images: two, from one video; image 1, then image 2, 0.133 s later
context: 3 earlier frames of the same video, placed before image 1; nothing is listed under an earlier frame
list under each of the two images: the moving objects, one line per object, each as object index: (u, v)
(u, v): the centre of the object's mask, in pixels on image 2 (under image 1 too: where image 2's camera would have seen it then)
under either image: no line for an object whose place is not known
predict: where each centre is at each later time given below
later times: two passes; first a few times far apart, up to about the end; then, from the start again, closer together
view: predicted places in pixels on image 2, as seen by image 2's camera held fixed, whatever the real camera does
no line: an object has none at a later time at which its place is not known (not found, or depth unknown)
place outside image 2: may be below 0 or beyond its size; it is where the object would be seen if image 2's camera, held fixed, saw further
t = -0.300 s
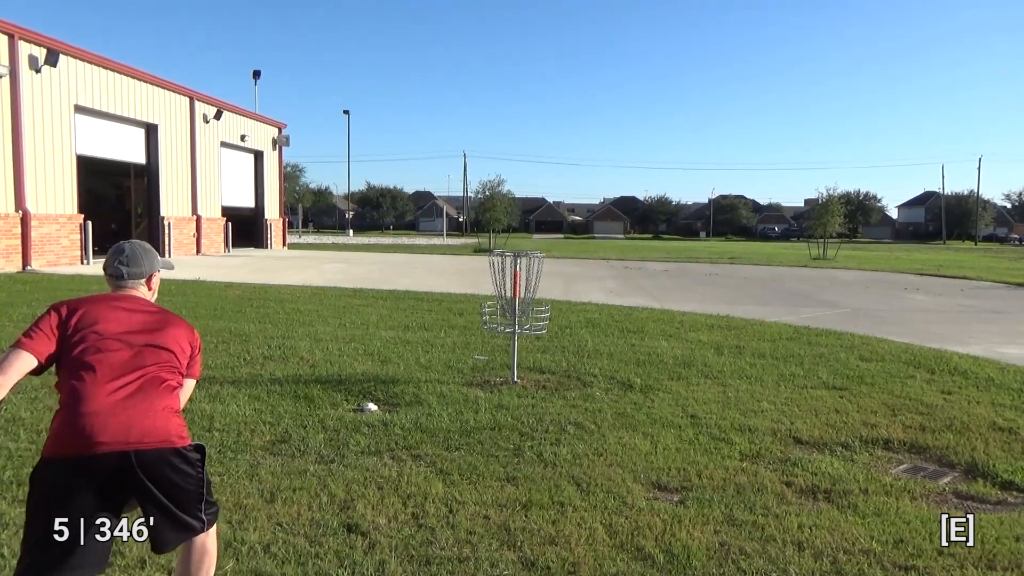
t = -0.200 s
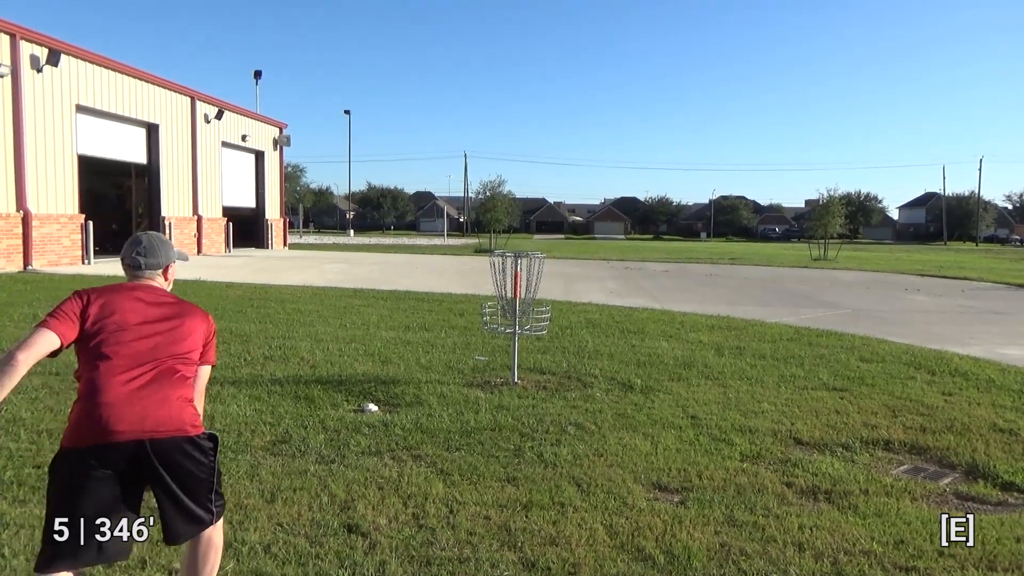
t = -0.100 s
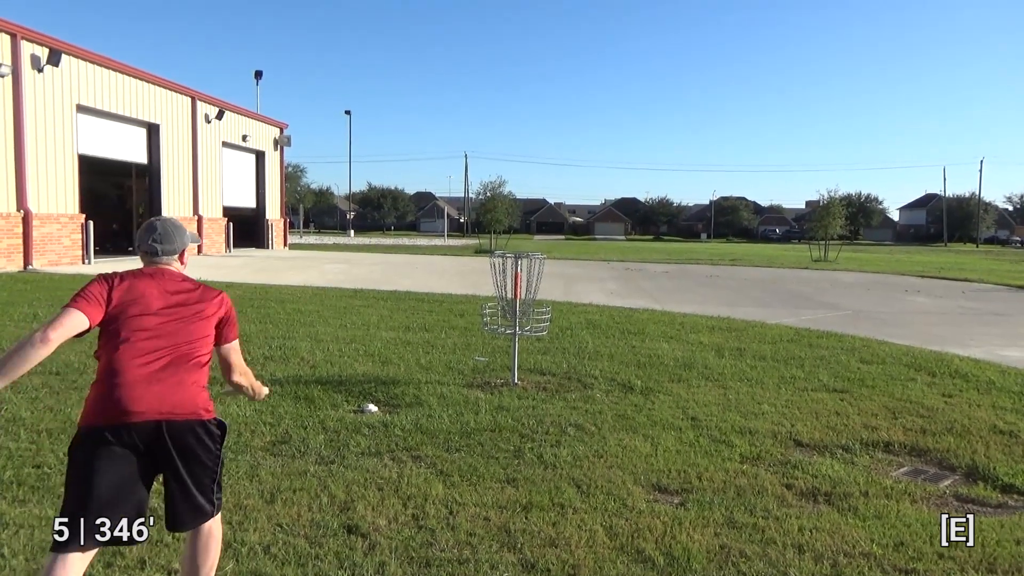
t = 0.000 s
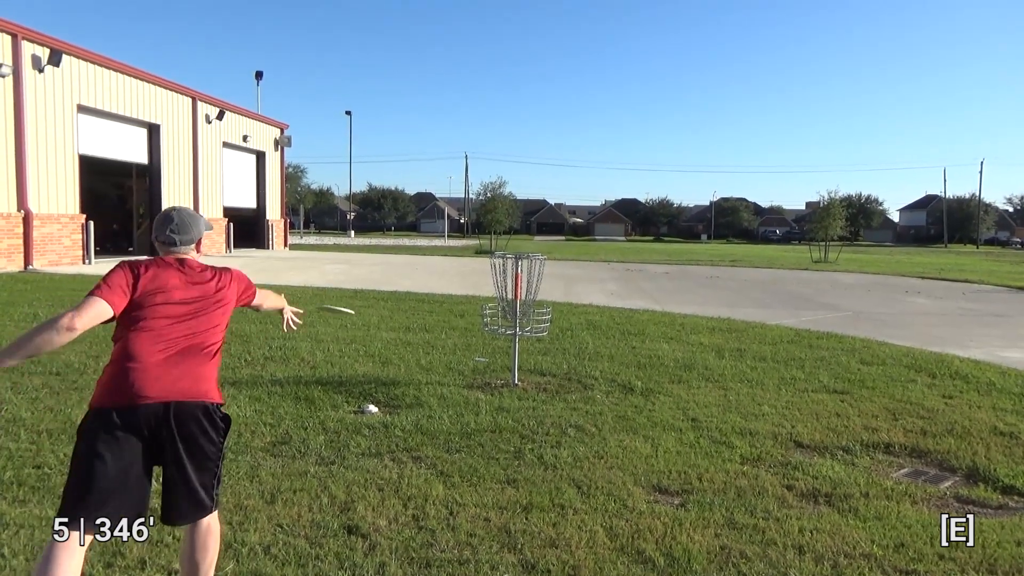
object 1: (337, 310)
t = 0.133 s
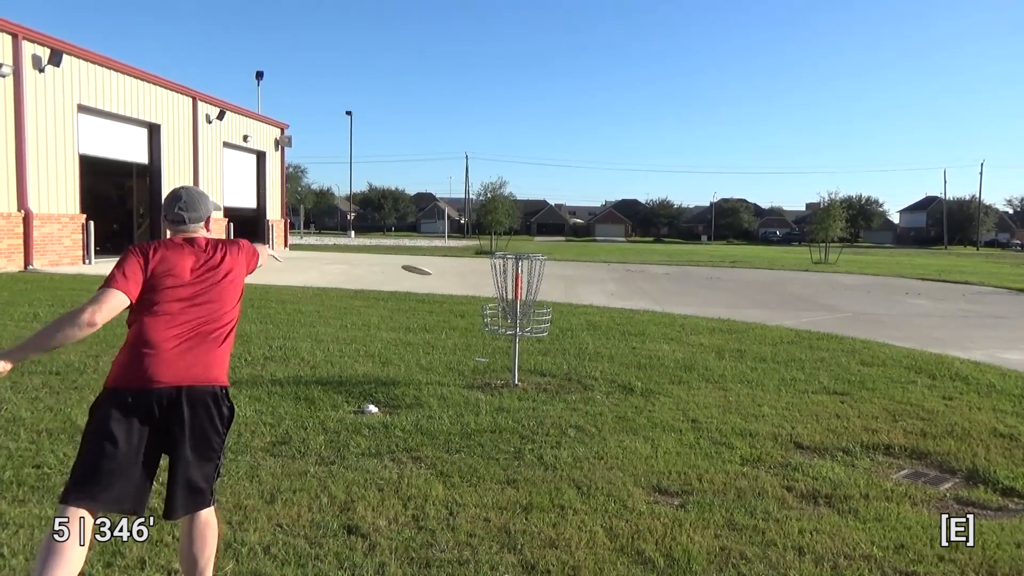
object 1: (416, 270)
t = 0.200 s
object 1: (447, 268)
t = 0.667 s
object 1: (579, 290)
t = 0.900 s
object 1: (633, 311)
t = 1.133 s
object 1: (684, 361)
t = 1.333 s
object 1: (711, 352)
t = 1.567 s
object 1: (743, 357)
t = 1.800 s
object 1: (772, 357)
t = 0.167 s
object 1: (432, 268)
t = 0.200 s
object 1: (447, 268)
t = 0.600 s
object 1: (561, 291)
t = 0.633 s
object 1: (570, 290)
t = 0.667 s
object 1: (579, 290)
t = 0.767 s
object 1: (603, 293)
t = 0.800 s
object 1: (610, 297)
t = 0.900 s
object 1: (633, 311)
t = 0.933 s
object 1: (641, 318)
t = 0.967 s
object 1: (648, 326)
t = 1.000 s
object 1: (655, 335)
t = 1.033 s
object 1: (662, 344)
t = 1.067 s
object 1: (669, 354)
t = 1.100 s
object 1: (676, 363)
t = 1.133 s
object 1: (684, 361)
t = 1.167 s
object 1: (687, 359)
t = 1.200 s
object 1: (692, 356)
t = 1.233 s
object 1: (696, 353)
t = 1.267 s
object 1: (702, 351)
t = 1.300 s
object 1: (706, 351)
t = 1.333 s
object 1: (711, 352)
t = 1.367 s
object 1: (715, 353)
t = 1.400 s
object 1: (720, 355)
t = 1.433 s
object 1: (724, 358)
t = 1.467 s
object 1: (729, 362)
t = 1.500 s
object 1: (733, 360)
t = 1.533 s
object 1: (739, 358)
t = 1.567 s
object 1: (743, 357)
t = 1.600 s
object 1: (747, 357)
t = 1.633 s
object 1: (752, 357)
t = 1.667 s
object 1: (756, 358)
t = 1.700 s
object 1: (761, 359)
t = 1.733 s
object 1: (766, 358)
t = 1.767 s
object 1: (769, 358)
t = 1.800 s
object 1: (772, 357)
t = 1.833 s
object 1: (776, 358)
